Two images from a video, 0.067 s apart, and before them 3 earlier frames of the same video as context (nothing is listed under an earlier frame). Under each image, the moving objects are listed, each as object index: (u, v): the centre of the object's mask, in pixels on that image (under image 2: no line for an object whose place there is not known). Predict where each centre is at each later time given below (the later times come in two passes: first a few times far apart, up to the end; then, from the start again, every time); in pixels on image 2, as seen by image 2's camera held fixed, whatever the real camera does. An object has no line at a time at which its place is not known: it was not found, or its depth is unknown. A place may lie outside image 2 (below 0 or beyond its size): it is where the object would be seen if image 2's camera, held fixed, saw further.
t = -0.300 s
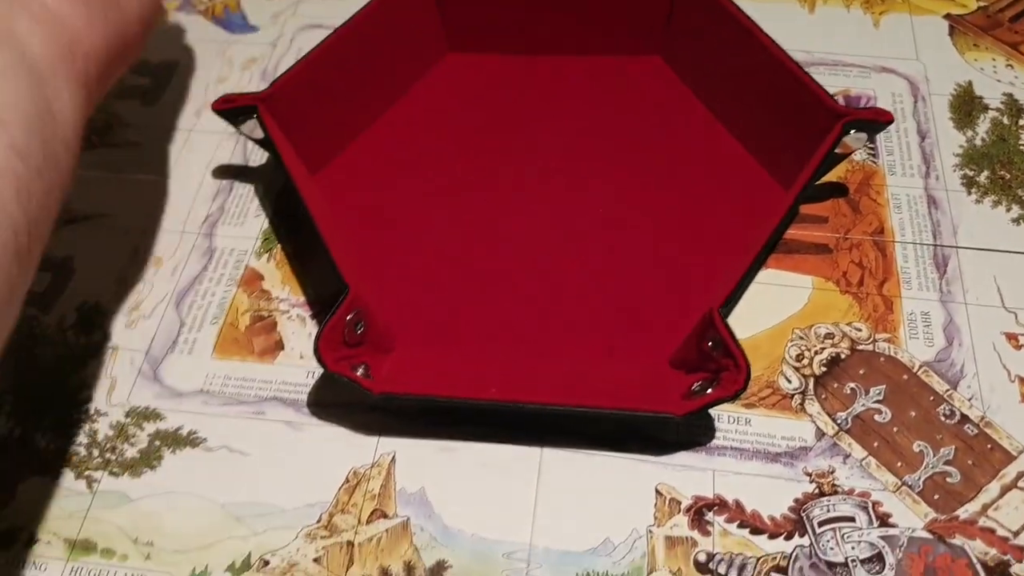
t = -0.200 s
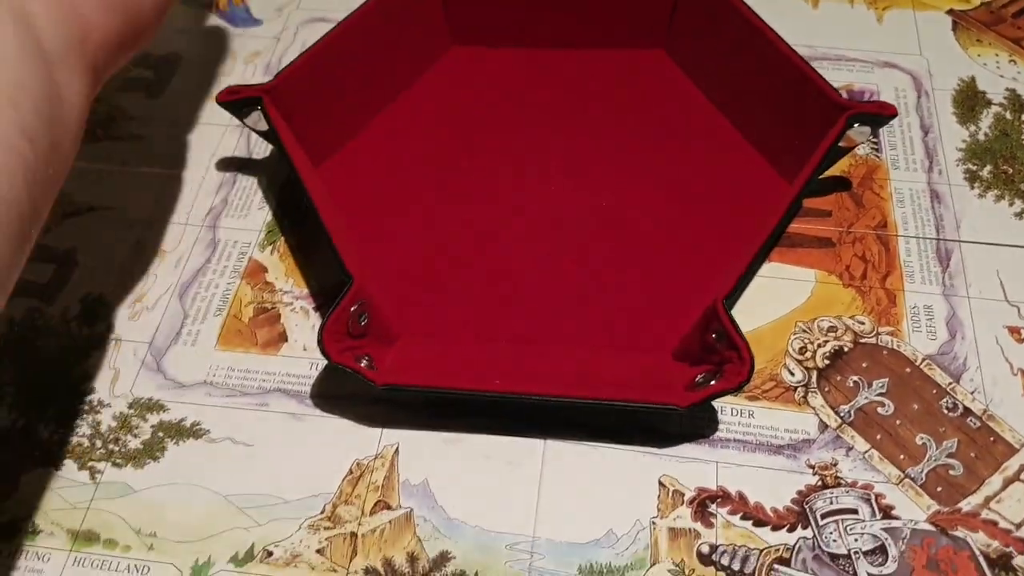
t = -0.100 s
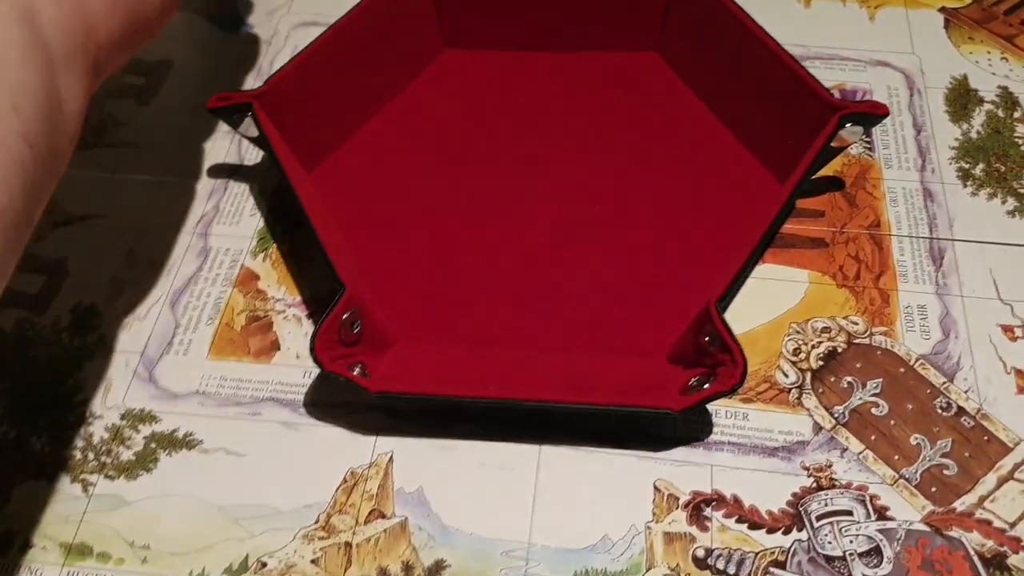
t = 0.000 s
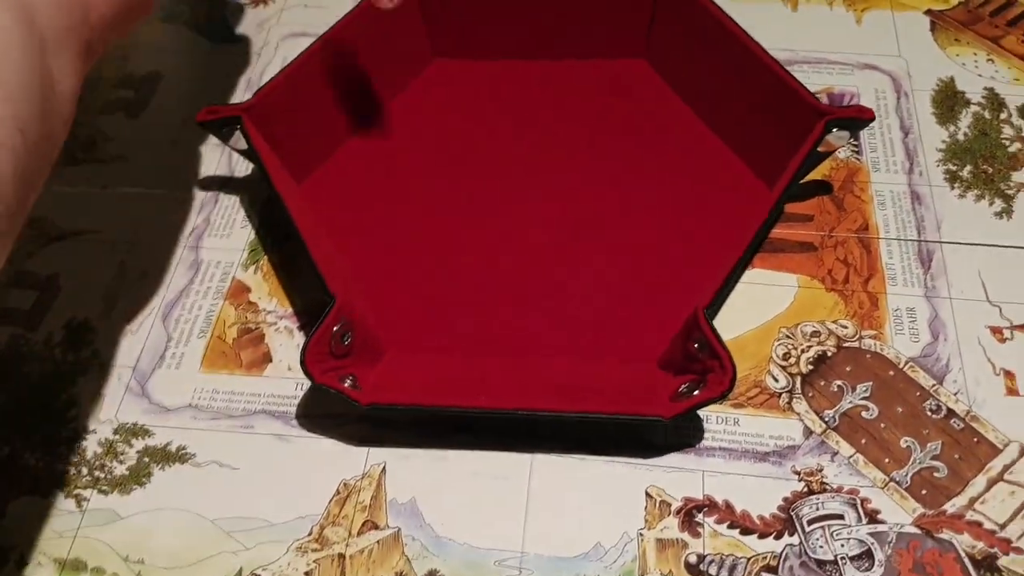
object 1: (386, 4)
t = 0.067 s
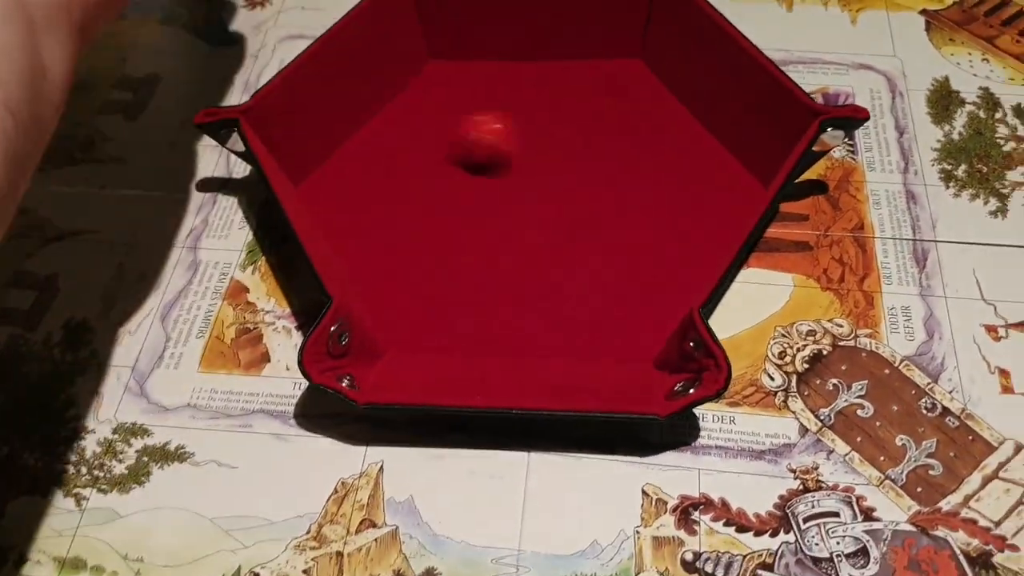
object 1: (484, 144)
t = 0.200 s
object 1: (703, 209)
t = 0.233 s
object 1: (712, 210)
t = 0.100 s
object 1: (537, 150)
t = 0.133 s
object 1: (595, 172)
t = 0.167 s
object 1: (657, 201)
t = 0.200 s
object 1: (703, 209)
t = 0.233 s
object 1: (712, 210)
